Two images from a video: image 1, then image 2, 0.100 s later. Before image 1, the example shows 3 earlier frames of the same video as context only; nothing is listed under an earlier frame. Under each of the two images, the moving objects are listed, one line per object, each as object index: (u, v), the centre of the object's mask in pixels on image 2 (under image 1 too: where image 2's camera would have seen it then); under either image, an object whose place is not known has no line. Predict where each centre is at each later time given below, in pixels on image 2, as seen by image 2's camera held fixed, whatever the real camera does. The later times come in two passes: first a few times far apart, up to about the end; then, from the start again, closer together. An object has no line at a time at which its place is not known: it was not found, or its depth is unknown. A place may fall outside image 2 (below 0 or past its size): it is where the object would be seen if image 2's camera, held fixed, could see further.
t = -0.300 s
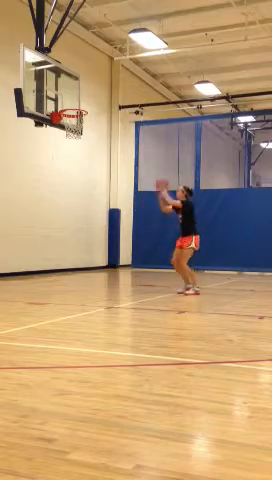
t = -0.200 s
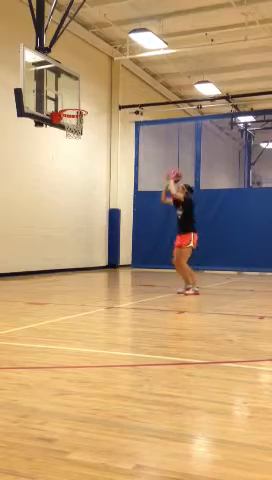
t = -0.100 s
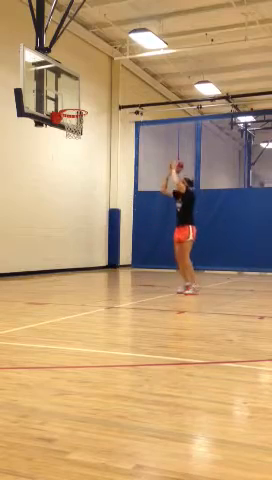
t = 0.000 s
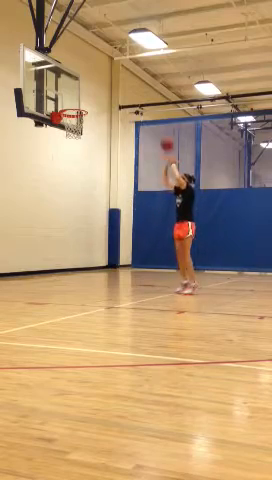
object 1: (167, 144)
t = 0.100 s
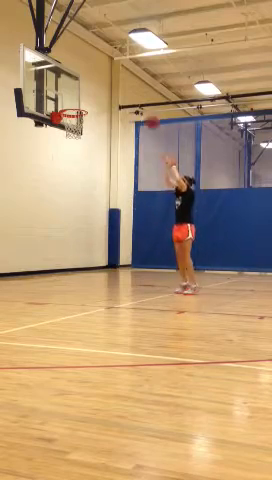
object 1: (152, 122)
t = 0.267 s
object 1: (128, 98)
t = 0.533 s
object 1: (90, 95)
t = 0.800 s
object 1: (66, 129)
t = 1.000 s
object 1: (70, 167)
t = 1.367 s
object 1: (77, 280)
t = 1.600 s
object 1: (94, 224)
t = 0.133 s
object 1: (148, 116)
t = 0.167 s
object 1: (142, 111)
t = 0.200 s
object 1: (137, 106)
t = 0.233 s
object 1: (133, 102)
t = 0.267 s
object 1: (128, 98)
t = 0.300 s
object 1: (123, 95)
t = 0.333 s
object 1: (119, 94)
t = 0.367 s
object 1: (115, 92)
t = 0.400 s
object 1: (109, 91)
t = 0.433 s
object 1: (105, 92)
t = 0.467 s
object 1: (100, 92)
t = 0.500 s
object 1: (95, 93)
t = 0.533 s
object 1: (90, 95)
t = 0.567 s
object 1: (86, 97)
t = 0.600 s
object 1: (81, 101)
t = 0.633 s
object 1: (76, 105)
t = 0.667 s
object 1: (72, 108)
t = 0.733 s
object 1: (65, 122)
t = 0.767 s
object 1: (66, 125)
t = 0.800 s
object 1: (66, 129)
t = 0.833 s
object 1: (67, 135)
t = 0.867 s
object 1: (68, 140)
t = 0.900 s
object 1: (69, 146)
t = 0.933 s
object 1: (69, 152)
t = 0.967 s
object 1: (70, 160)
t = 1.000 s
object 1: (70, 167)
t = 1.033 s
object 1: (71, 175)
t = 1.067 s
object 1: (72, 184)
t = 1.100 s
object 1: (73, 194)
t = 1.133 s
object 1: (73, 204)
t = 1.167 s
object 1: (74, 214)
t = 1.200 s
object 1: (74, 226)
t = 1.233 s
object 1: (75, 238)
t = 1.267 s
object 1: (75, 250)
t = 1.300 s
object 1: (75, 262)
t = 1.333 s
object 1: (76, 278)
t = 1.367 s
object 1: (77, 280)
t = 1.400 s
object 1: (79, 272)
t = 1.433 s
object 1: (82, 263)
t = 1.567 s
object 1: (92, 231)
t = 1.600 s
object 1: (94, 224)
